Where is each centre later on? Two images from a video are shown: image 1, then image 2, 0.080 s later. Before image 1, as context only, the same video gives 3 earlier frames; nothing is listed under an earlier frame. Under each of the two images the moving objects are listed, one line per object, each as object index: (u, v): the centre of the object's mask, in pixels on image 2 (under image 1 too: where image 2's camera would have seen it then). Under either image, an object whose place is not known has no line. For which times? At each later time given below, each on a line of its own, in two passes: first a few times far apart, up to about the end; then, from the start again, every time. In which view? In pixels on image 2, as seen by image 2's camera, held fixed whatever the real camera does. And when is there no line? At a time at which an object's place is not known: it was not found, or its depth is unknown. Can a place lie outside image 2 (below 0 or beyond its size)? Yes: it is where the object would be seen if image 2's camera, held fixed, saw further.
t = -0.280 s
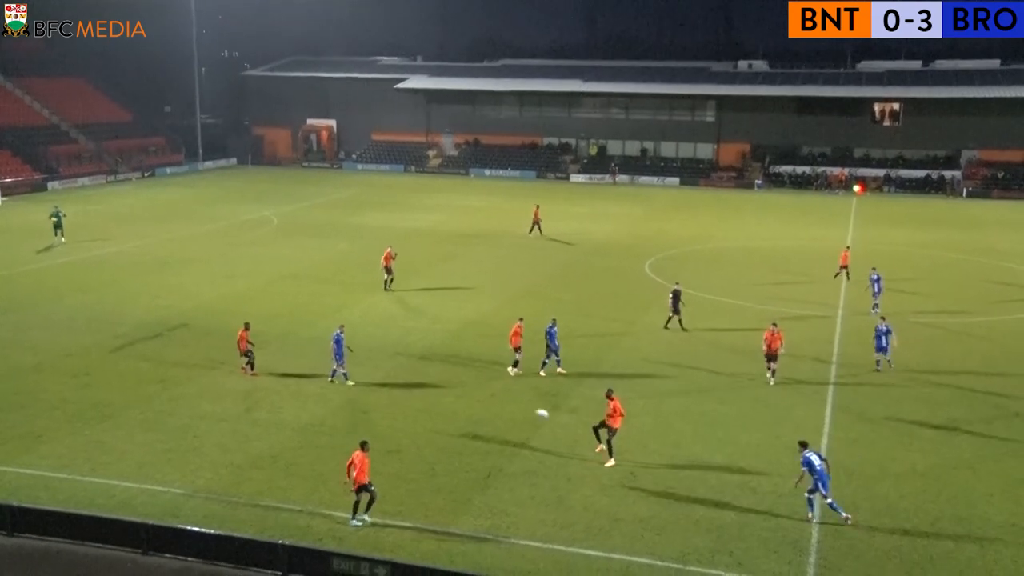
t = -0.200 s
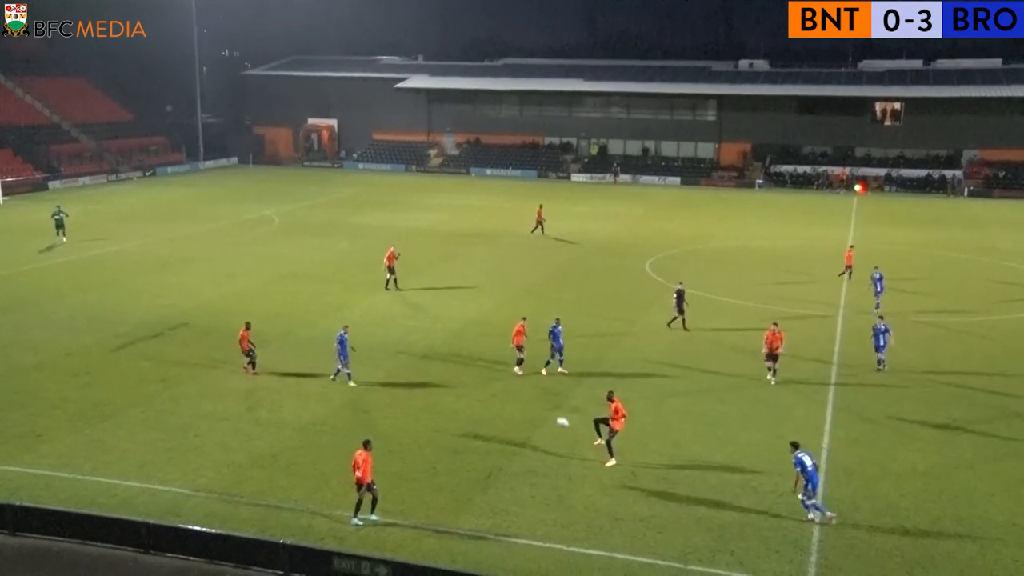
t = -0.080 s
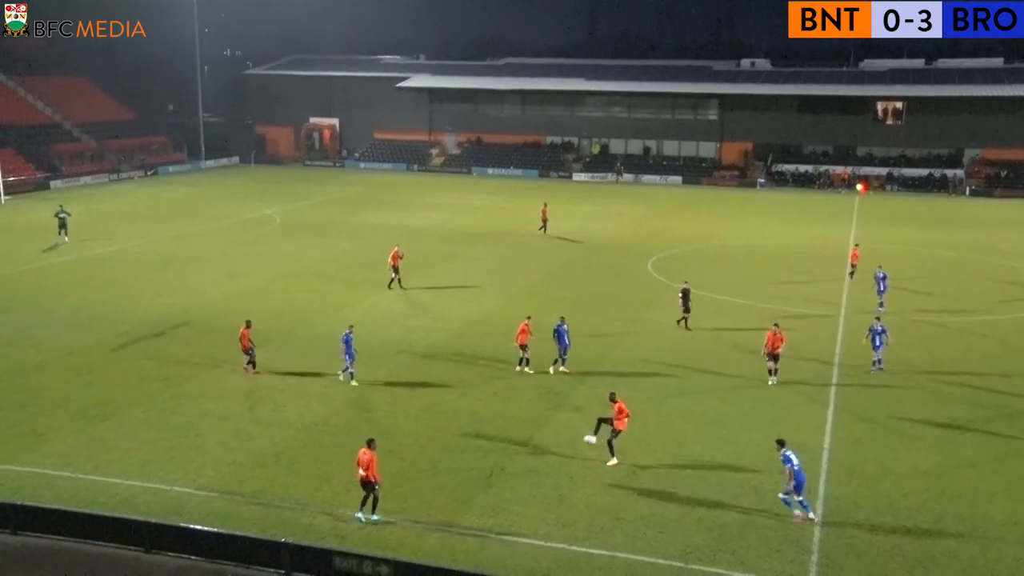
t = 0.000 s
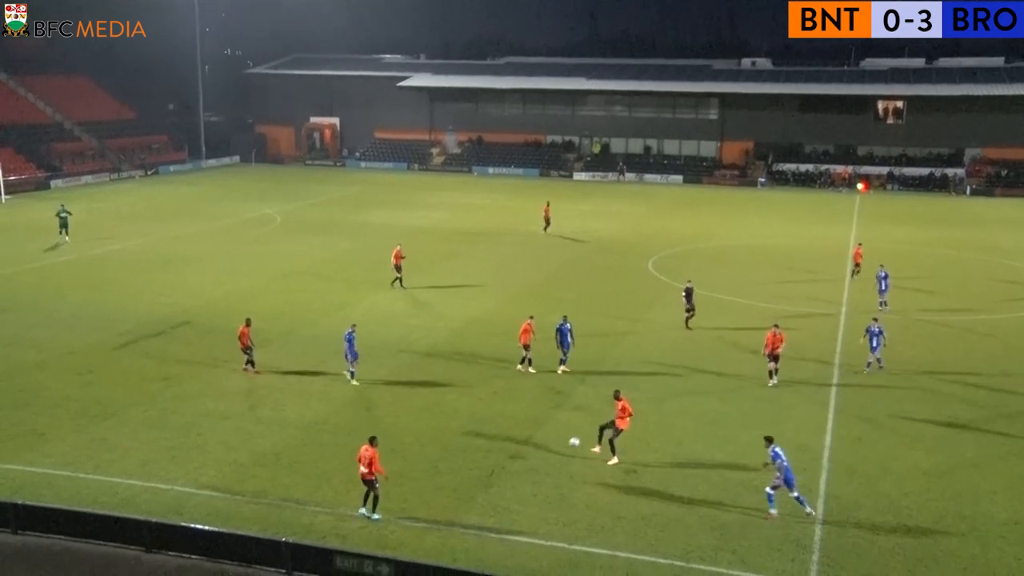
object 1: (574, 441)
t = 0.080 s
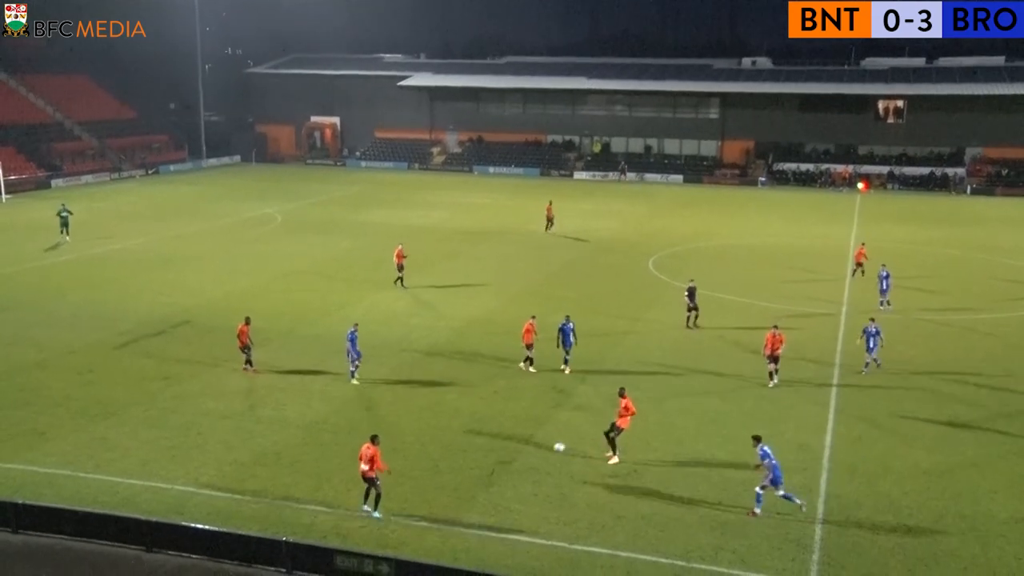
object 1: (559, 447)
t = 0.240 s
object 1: (526, 466)
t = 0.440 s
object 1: (488, 483)
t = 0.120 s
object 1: (551, 451)
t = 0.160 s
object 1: (543, 455)
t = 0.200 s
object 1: (535, 461)
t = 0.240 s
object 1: (526, 466)
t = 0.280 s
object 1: (518, 473)
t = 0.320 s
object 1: (509, 481)
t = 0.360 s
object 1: (502, 484)
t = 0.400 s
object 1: (495, 483)
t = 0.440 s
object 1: (488, 483)
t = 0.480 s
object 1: (481, 483)
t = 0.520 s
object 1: (474, 483)
